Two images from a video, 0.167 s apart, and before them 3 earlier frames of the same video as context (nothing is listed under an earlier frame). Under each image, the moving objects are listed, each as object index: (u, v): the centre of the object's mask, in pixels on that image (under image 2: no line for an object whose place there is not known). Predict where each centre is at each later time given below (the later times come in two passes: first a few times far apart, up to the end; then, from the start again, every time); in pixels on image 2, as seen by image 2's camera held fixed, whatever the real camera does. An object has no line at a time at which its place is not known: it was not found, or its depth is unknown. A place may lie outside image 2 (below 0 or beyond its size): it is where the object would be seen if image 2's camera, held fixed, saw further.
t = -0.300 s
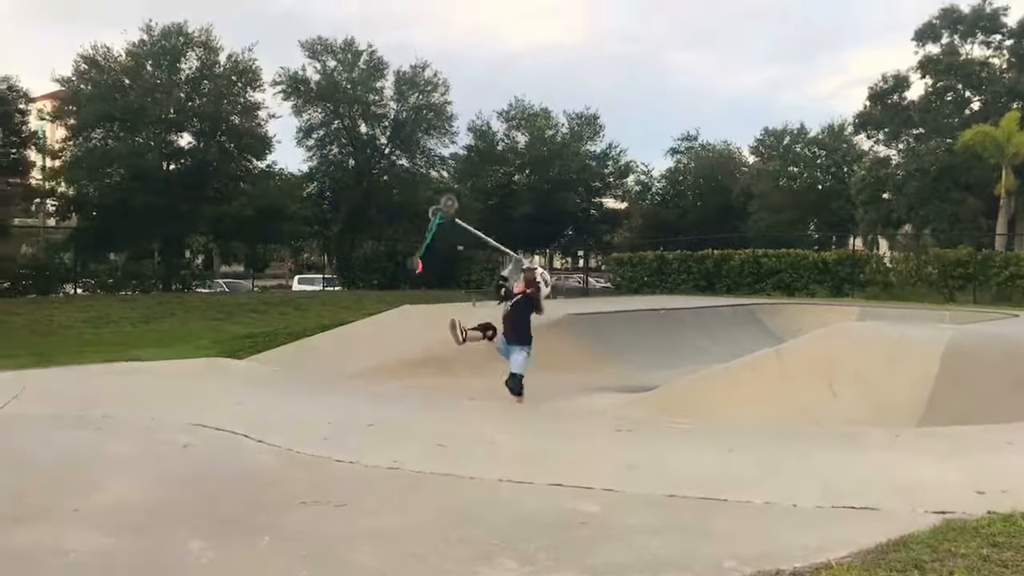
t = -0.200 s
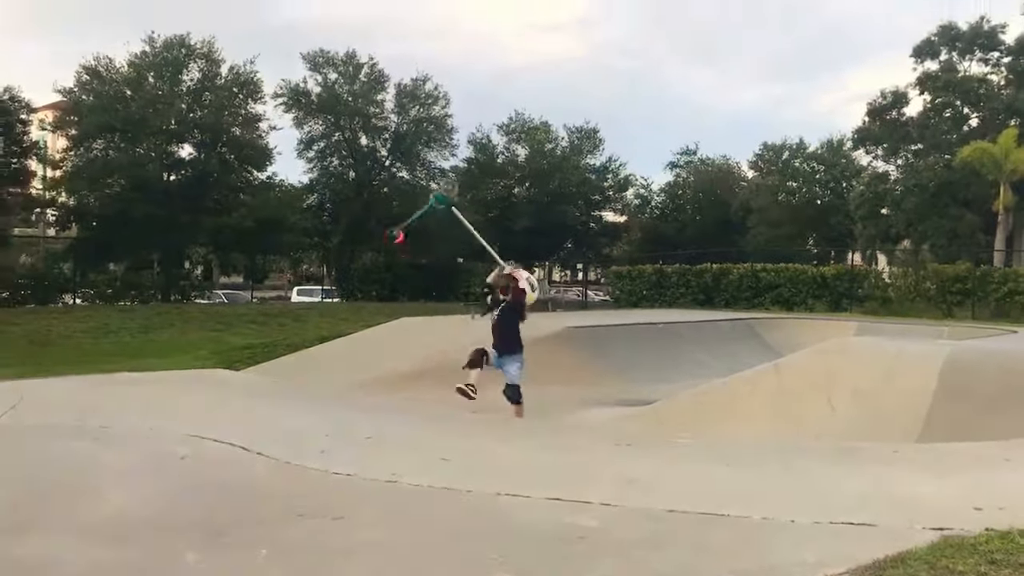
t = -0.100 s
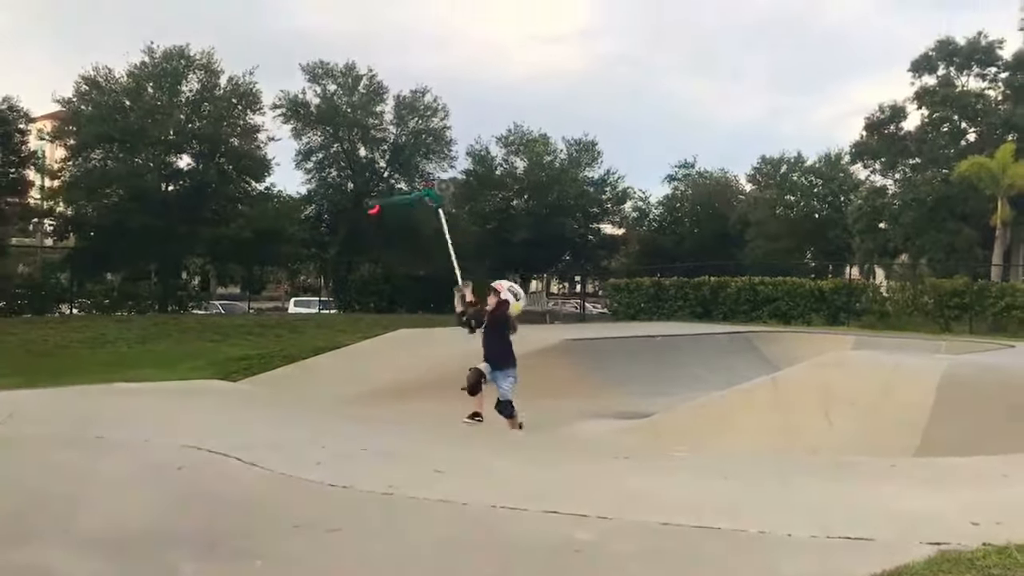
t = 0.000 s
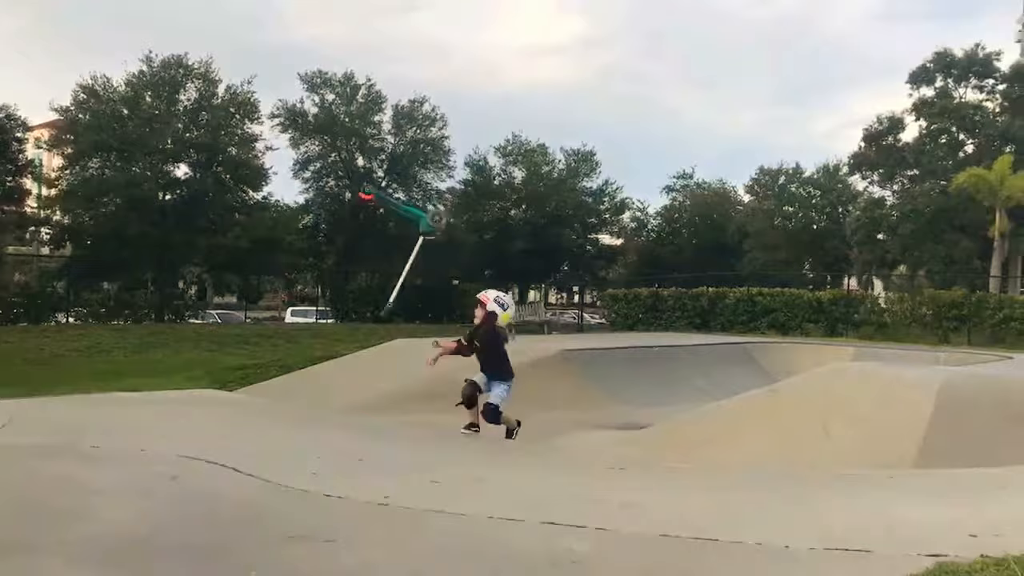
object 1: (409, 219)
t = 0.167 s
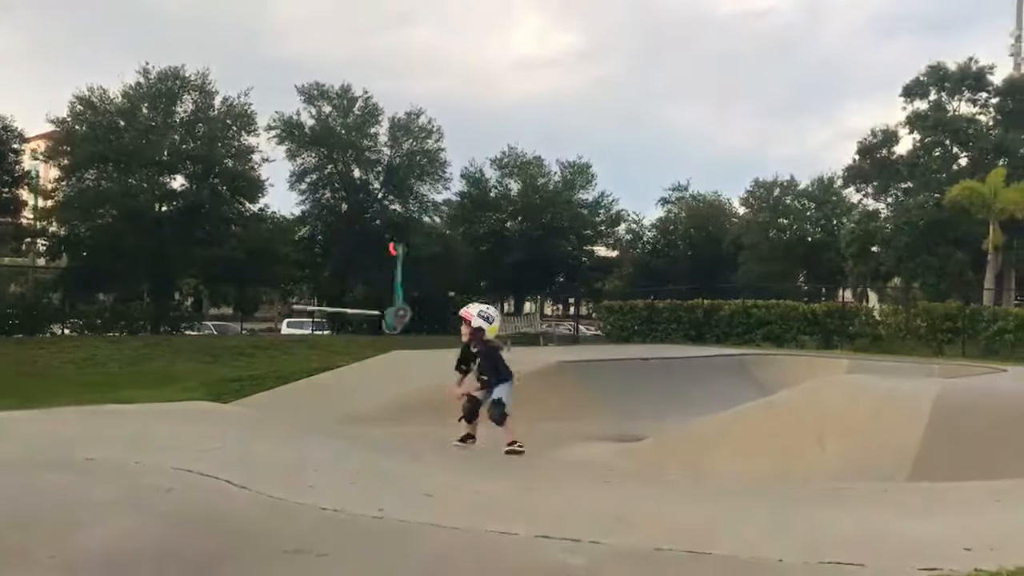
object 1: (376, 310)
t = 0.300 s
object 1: (343, 389)
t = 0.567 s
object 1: (292, 360)
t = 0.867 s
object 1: (243, 388)
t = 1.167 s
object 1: (179, 427)
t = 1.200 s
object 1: (173, 427)
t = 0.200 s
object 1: (367, 327)
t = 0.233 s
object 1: (360, 347)
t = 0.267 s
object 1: (356, 370)
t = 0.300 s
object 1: (343, 389)
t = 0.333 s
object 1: (340, 420)
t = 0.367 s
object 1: (334, 430)
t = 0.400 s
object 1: (322, 410)
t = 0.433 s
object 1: (317, 389)
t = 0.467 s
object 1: (311, 383)
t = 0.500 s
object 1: (305, 375)
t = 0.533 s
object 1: (298, 366)
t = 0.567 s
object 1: (292, 360)
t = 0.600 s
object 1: (287, 359)
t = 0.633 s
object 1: (283, 360)
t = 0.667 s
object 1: (281, 360)
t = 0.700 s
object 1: (277, 362)
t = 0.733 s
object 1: (271, 362)
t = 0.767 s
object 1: (260, 366)
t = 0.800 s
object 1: (256, 371)
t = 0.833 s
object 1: (251, 379)
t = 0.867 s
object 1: (243, 388)
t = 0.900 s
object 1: (237, 401)
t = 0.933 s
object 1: (230, 417)
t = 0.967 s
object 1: (222, 422)
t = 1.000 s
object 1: (217, 422)
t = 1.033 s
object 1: (209, 423)
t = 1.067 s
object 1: (199, 423)
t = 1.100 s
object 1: (190, 425)
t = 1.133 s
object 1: (184, 427)
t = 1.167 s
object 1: (179, 427)
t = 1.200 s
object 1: (173, 427)
